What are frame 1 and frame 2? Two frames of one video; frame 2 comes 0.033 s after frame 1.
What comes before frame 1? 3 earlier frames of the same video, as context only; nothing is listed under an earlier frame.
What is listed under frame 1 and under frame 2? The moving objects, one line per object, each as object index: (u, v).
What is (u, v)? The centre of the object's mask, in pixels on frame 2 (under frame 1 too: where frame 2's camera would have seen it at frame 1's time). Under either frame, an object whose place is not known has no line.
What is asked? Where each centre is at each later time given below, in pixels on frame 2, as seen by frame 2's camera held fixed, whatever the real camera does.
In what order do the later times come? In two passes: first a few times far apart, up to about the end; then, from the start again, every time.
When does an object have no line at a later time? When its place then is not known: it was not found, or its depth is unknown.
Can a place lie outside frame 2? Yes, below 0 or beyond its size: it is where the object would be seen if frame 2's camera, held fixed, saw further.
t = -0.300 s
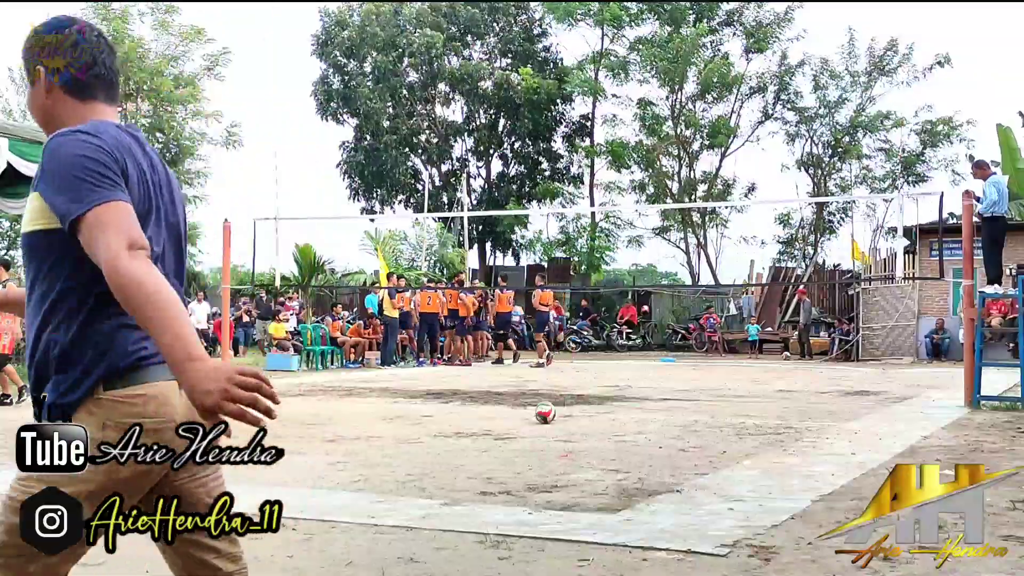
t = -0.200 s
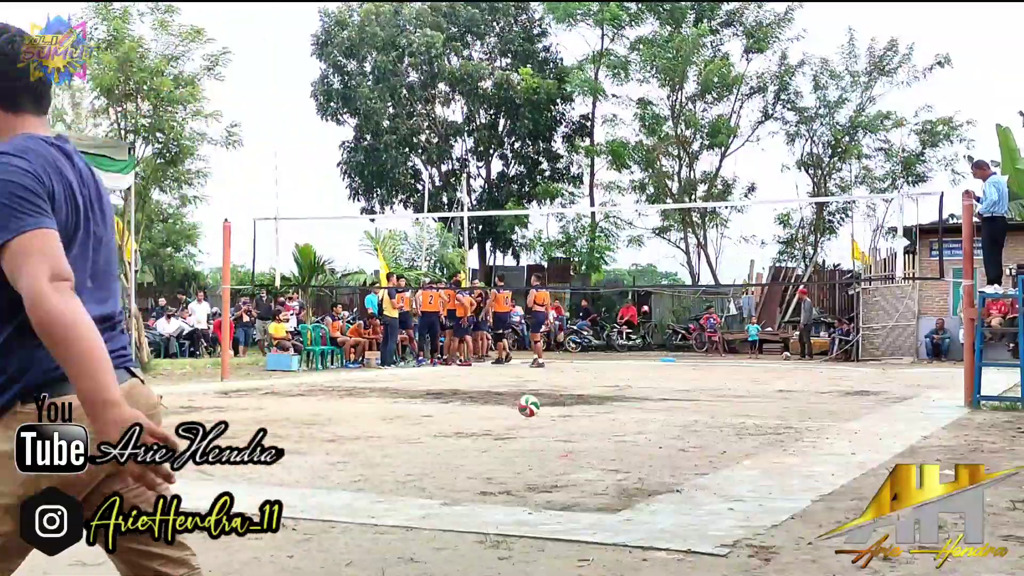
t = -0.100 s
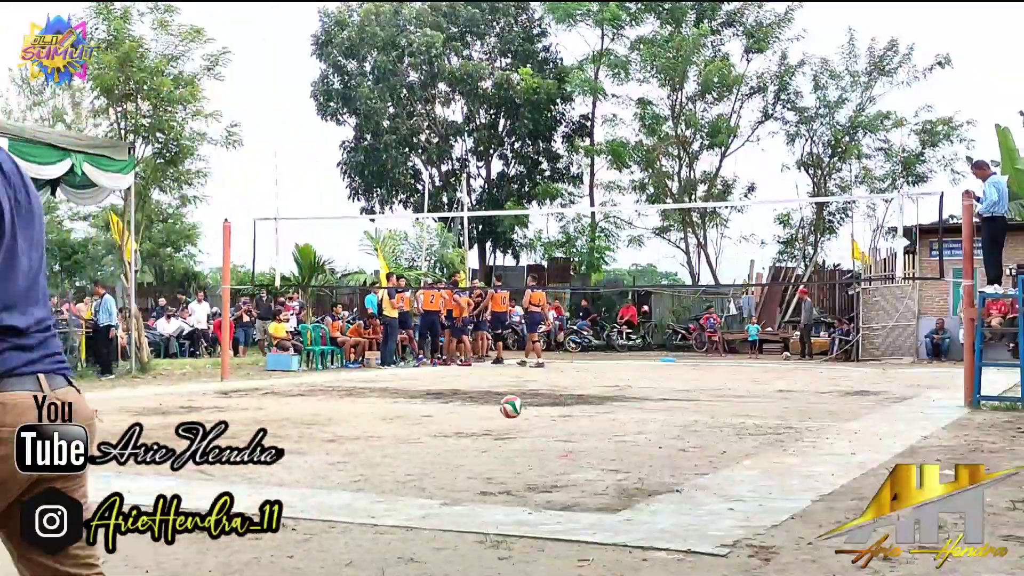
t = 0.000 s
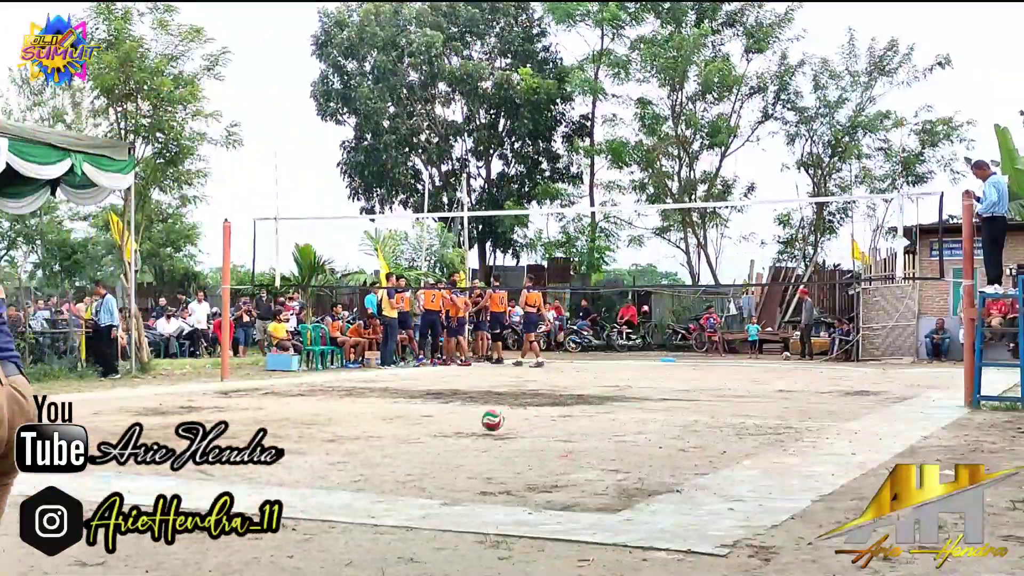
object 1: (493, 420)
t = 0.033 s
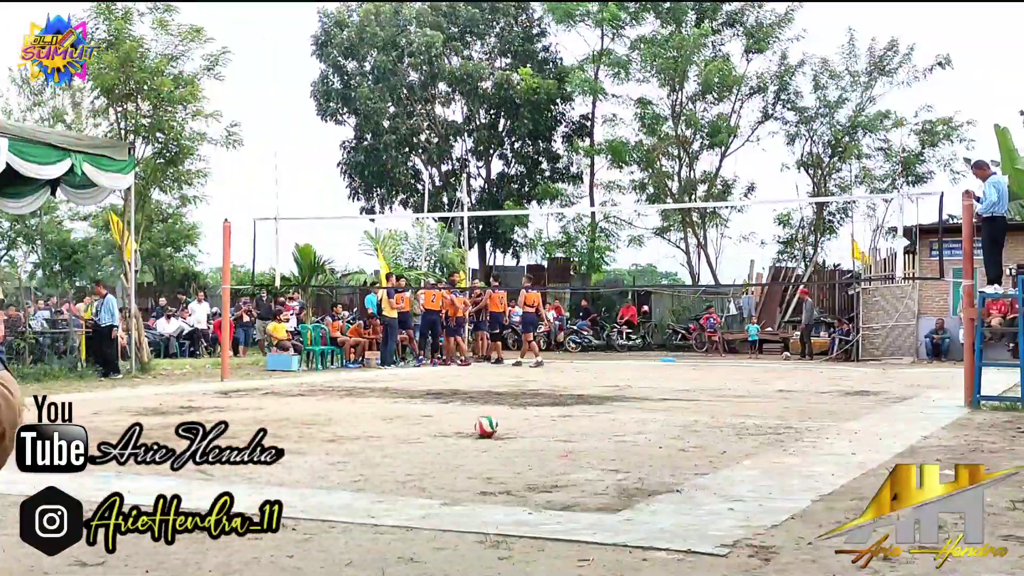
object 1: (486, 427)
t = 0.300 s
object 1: (428, 431)
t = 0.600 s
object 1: (349, 449)
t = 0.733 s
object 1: (307, 460)
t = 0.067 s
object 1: (479, 426)
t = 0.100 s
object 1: (472, 425)
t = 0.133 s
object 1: (465, 426)
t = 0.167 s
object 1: (458, 428)
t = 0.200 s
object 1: (451, 432)
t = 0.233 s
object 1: (443, 435)
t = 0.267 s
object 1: (435, 433)
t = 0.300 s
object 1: (428, 431)
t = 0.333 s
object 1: (420, 432)
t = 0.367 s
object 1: (412, 434)
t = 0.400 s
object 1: (404, 438)
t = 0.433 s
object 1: (395, 443)
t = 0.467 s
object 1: (386, 447)
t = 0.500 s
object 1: (378, 446)
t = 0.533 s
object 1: (368, 446)
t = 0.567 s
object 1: (359, 446)
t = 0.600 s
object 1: (349, 449)
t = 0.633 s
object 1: (339, 454)
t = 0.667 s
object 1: (329, 460)
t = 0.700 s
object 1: (318, 459)
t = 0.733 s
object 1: (307, 460)
